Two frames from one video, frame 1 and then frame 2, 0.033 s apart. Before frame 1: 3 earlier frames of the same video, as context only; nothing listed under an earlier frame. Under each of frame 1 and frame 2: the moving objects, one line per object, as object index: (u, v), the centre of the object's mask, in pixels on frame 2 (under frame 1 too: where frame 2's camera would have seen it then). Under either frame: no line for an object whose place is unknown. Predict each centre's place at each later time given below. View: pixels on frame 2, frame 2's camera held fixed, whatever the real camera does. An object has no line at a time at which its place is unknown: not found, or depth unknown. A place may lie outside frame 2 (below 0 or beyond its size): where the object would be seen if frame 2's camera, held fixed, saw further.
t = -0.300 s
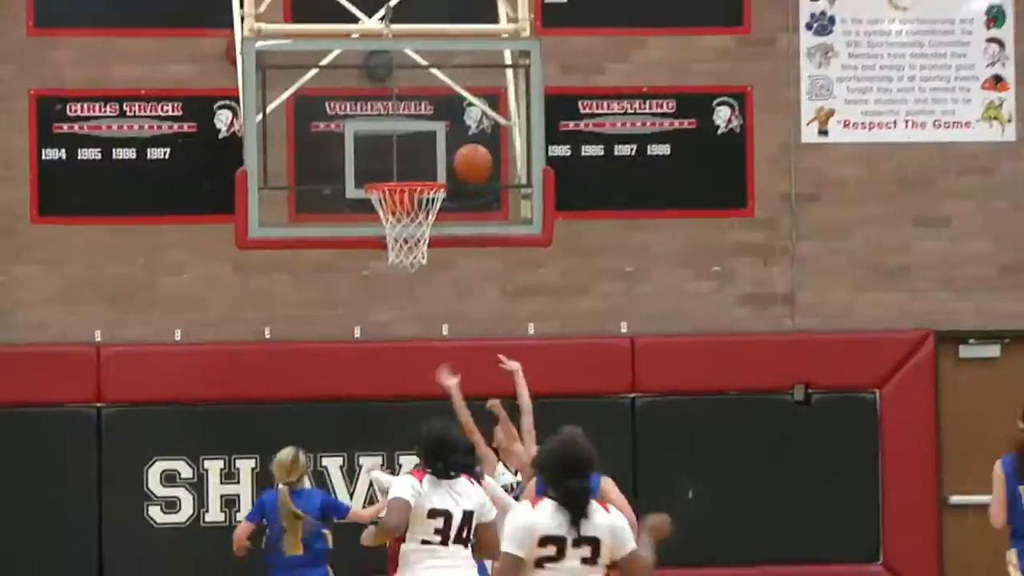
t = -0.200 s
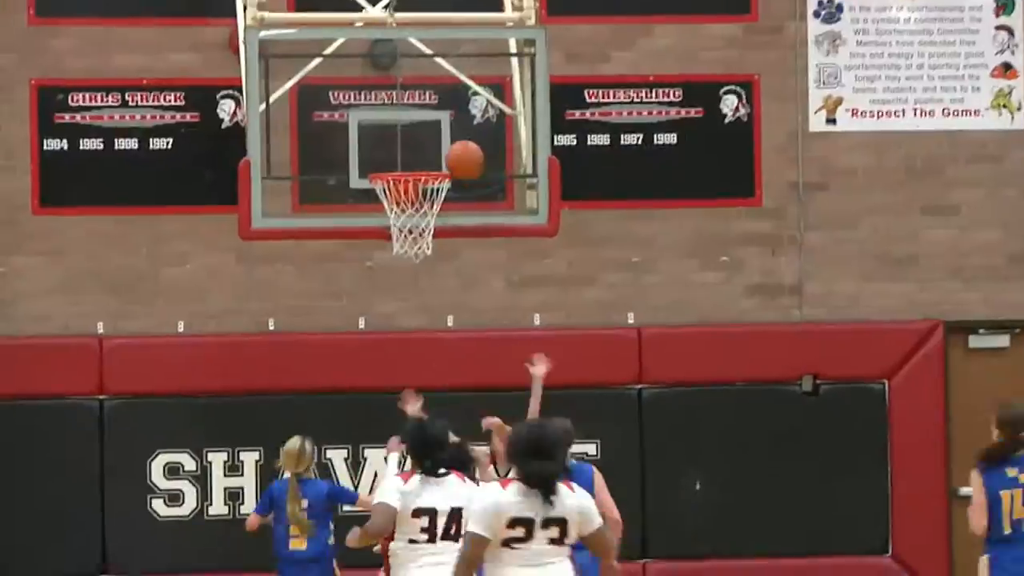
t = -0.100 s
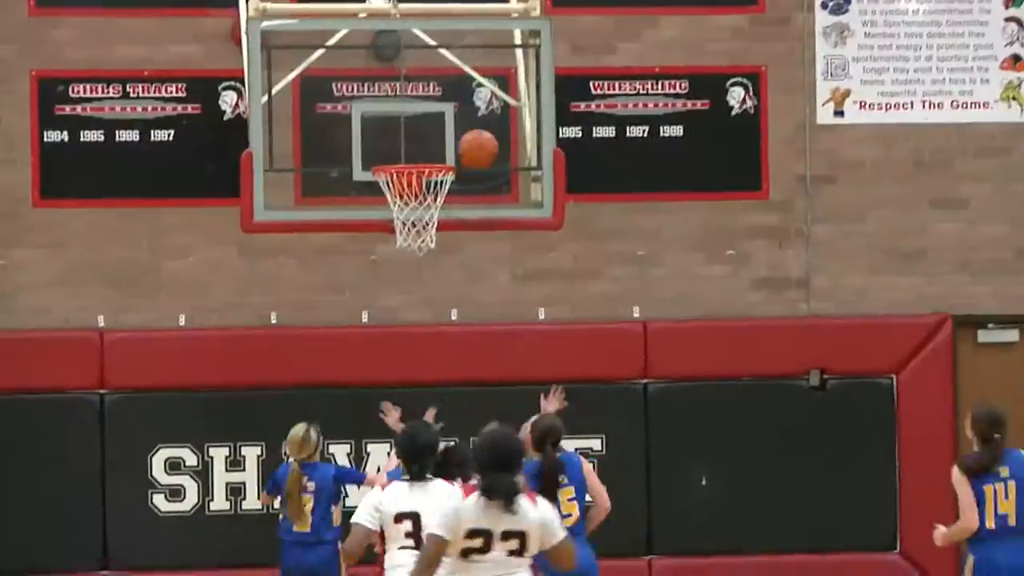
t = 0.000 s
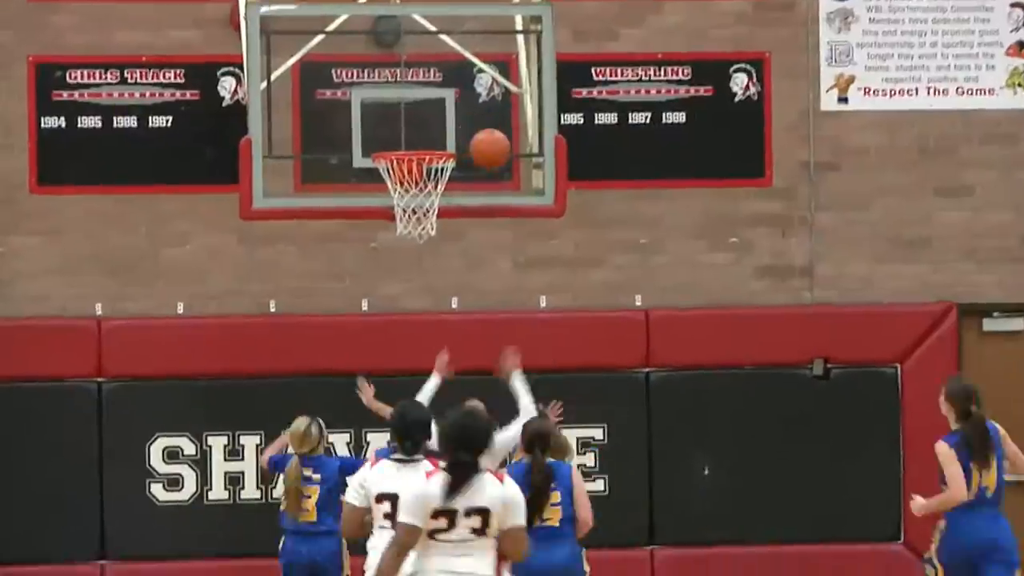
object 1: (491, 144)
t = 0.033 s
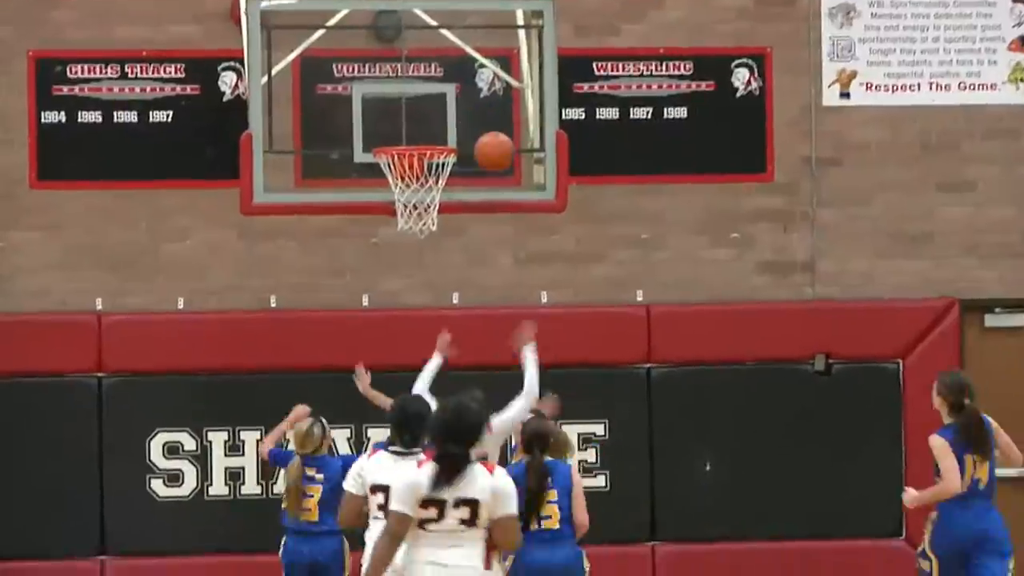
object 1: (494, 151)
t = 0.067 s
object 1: (498, 161)
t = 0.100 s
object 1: (501, 173)
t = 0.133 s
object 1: (505, 188)
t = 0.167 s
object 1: (509, 203)
